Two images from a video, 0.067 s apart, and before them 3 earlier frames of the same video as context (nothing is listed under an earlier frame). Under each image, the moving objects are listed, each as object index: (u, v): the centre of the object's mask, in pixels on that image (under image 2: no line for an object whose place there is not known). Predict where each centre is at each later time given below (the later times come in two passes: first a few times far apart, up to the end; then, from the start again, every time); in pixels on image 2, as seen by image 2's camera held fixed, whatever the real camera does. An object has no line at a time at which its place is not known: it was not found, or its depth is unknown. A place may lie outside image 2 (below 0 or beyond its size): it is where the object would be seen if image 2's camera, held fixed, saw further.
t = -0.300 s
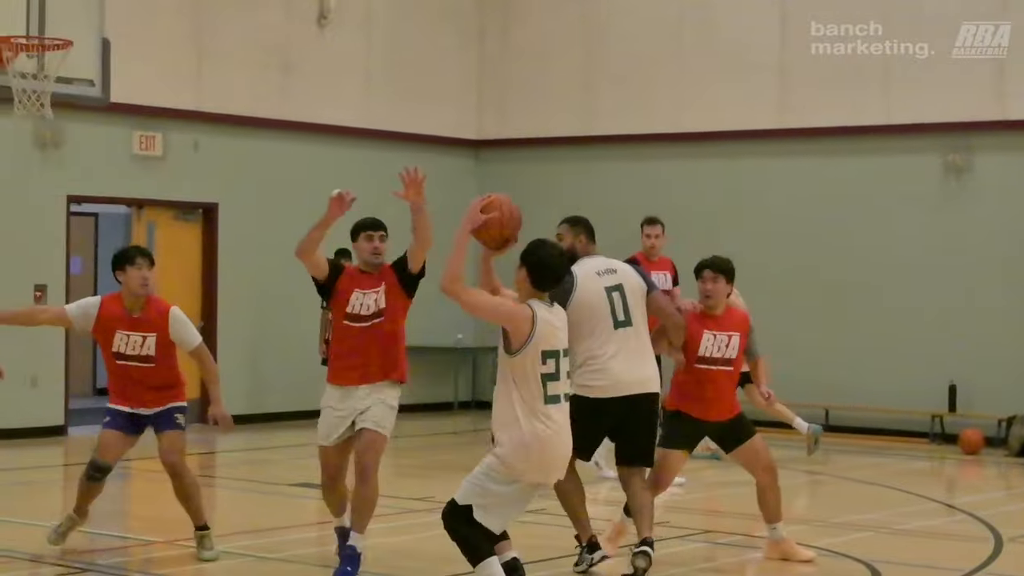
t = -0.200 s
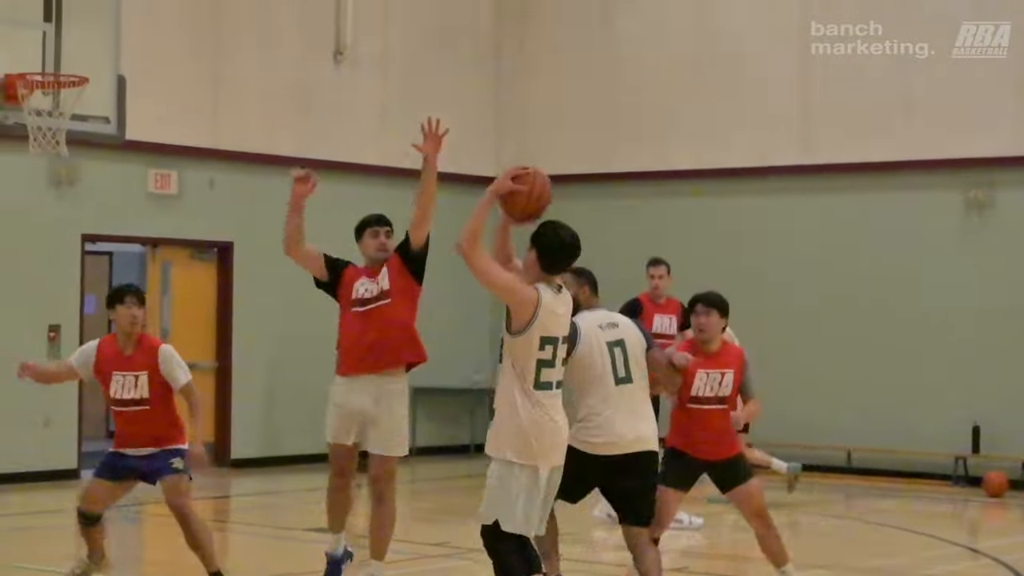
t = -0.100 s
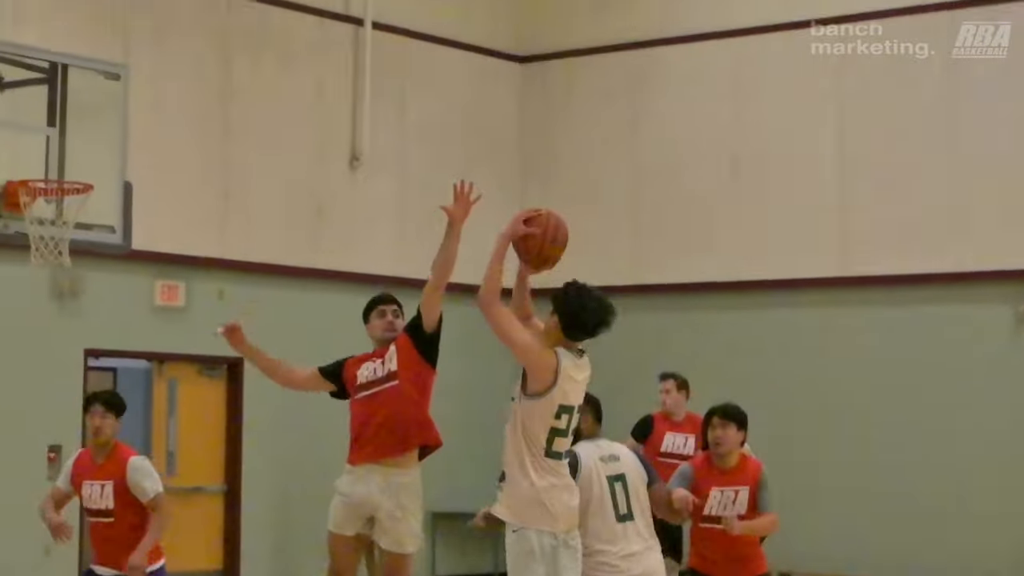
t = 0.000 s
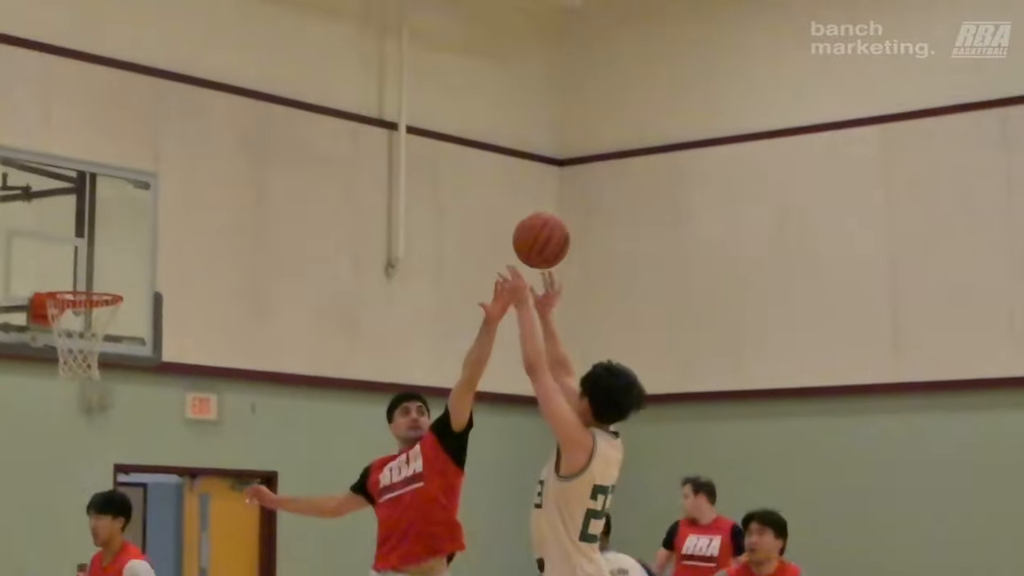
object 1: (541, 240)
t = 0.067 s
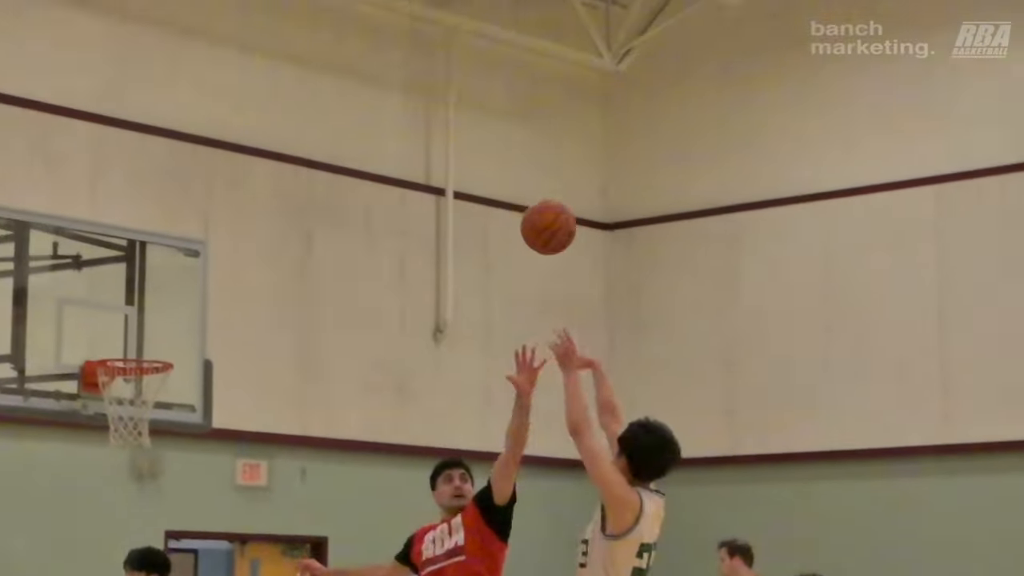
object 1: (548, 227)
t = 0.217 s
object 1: (466, 105)
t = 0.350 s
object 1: (401, 47)
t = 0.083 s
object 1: (539, 210)
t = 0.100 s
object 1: (530, 194)
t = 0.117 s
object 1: (520, 180)
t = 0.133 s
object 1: (511, 164)
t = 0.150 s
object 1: (502, 151)
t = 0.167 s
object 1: (493, 138)
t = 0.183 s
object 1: (484, 127)
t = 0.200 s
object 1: (475, 115)
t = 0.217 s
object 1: (466, 105)
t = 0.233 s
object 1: (457, 96)
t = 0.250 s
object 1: (449, 87)
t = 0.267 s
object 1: (441, 78)
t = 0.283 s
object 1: (432, 71)
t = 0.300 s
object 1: (424, 63)
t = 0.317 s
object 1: (416, 57)
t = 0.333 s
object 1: (408, 51)
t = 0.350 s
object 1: (401, 47)
